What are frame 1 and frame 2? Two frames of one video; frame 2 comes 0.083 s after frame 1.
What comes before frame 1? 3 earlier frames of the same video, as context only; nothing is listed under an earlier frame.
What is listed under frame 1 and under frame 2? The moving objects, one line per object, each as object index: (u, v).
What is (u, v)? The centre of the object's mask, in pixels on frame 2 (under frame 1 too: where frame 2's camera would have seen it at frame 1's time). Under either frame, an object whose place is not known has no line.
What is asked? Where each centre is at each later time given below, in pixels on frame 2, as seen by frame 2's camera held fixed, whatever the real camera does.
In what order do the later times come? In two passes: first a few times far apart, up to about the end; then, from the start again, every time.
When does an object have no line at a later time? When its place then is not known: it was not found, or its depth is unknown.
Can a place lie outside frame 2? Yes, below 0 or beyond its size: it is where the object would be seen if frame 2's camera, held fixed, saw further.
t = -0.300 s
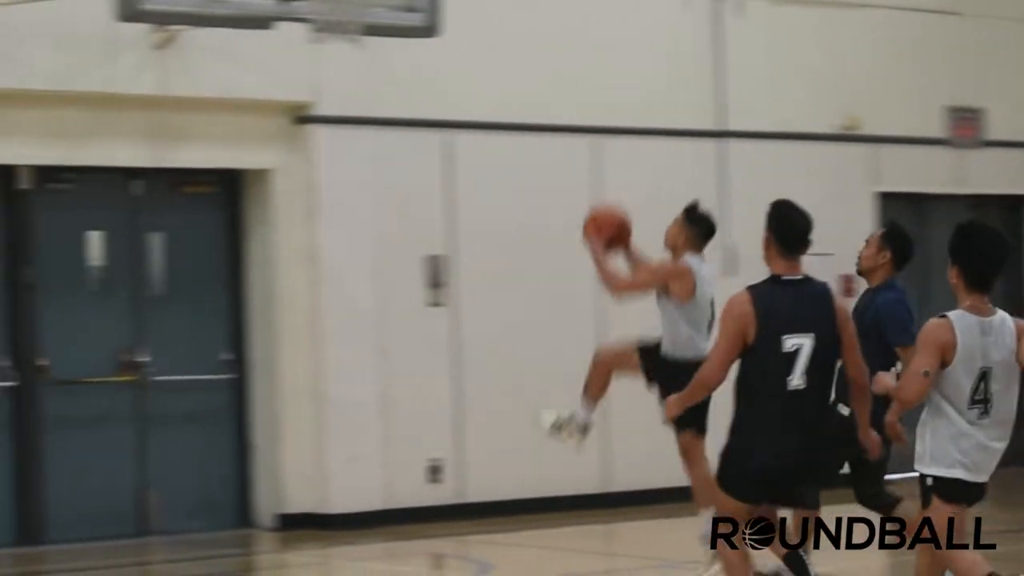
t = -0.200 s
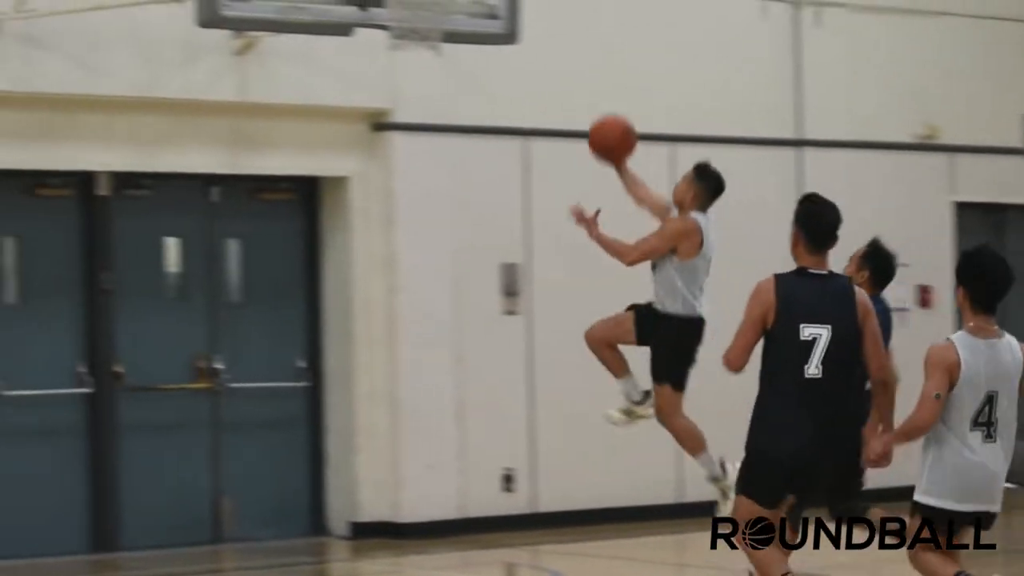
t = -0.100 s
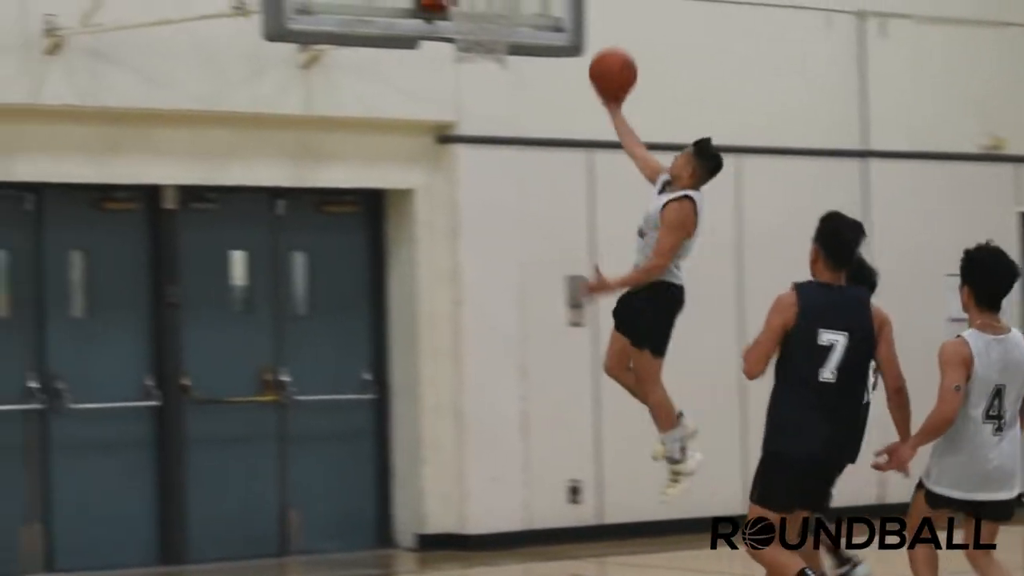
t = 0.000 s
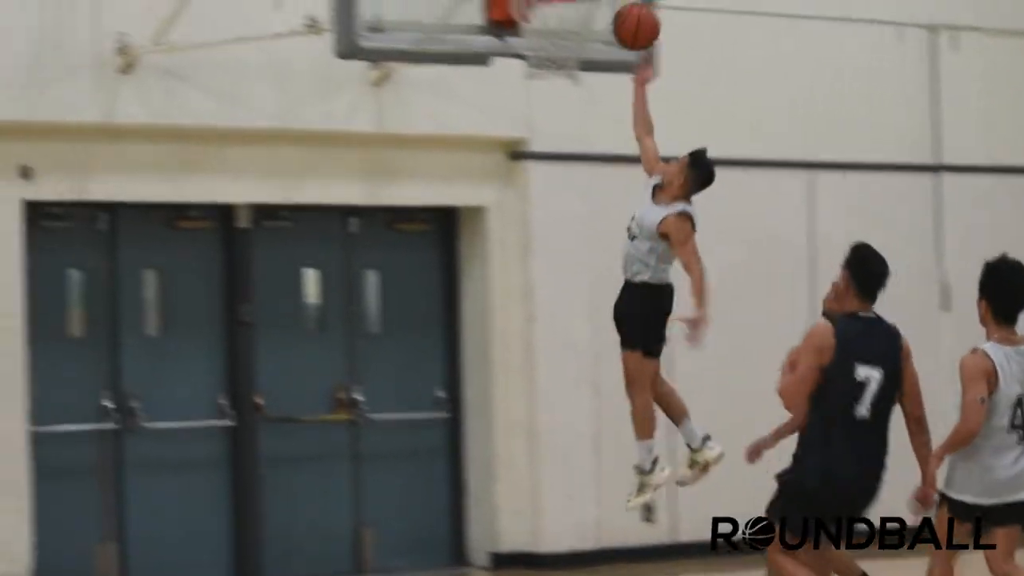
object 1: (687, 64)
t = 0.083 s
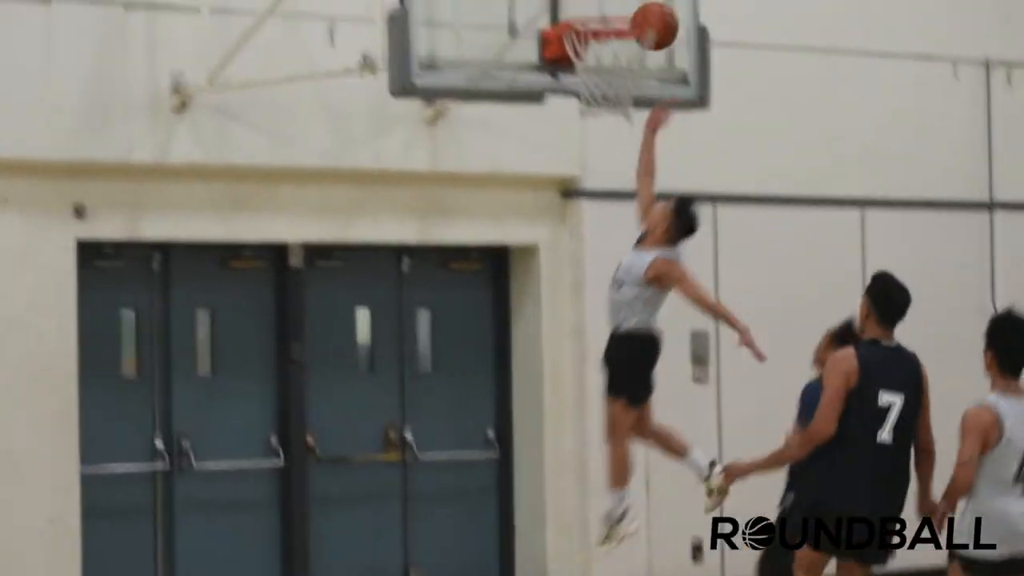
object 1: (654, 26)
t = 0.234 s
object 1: (619, -9)
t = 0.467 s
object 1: (630, 7)
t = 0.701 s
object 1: (579, 64)
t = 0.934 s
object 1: (604, 134)
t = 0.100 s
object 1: (648, 20)
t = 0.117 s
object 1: (642, 13)
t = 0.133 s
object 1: (634, 7)
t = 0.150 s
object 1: (627, 6)
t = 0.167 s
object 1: (621, 2)
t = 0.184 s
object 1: (617, 0)
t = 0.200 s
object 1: (617, -3)
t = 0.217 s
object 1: (618, -6)
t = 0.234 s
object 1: (619, -9)
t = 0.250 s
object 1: (620, -11)
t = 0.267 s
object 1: (621, -12)
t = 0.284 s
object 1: (622, -14)
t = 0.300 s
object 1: (623, -14)
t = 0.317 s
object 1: (623, -14)
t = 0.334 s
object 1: (623, -13)
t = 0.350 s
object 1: (624, -12)
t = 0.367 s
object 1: (624, -11)
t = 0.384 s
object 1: (625, -8)
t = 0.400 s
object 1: (626, -5)
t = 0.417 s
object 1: (627, -2)
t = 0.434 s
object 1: (628, 0)
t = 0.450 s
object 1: (629, 3)
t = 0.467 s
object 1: (630, 7)
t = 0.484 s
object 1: (626, 7)
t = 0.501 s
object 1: (621, 8)
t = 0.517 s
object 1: (616, 10)
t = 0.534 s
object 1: (611, 11)
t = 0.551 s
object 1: (605, 13)
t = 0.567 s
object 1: (602, 32)
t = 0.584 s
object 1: (597, 37)
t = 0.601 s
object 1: (593, 43)
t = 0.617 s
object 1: (584, 51)
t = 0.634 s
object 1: (582, 53)
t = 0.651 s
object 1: (580, 56)
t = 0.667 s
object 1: (579, 59)
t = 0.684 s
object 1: (578, 61)
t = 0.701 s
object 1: (579, 64)
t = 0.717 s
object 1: (579, 67)
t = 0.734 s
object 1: (580, 72)
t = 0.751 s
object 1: (584, 76)
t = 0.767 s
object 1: (585, 79)
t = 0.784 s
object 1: (587, 83)
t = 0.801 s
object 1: (588, 85)
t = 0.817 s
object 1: (589, 90)
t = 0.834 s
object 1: (592, 95)
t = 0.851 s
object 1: (594, 100)
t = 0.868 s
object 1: (596, 105)
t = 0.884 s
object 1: (598, 111)
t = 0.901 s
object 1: (599, 118)
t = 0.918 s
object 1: (602, 123)
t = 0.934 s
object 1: (604, 134)
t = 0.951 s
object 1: (606, 141)
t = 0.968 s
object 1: (607, 149)
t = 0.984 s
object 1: (609, 159)
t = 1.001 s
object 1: (611, 168)
